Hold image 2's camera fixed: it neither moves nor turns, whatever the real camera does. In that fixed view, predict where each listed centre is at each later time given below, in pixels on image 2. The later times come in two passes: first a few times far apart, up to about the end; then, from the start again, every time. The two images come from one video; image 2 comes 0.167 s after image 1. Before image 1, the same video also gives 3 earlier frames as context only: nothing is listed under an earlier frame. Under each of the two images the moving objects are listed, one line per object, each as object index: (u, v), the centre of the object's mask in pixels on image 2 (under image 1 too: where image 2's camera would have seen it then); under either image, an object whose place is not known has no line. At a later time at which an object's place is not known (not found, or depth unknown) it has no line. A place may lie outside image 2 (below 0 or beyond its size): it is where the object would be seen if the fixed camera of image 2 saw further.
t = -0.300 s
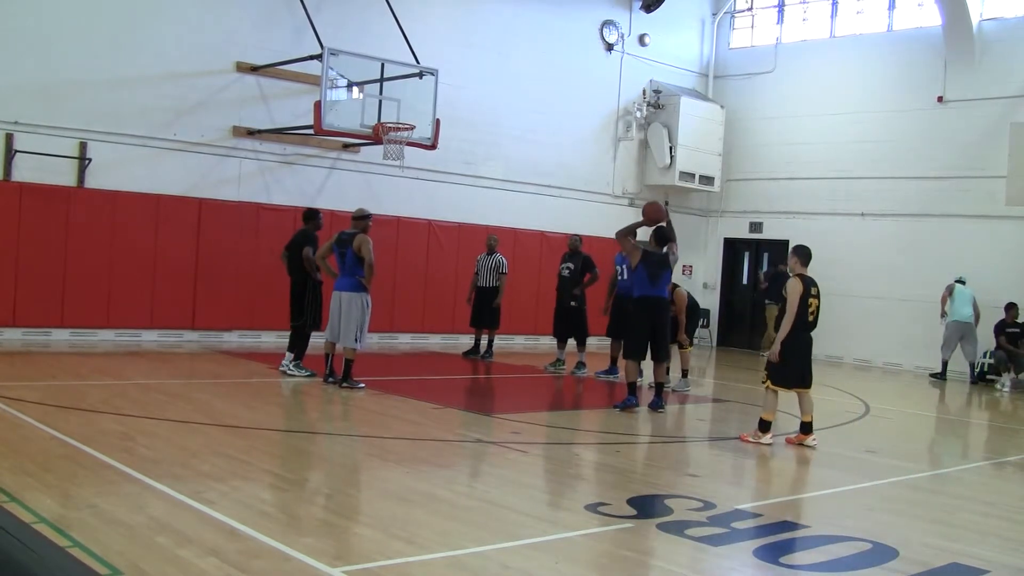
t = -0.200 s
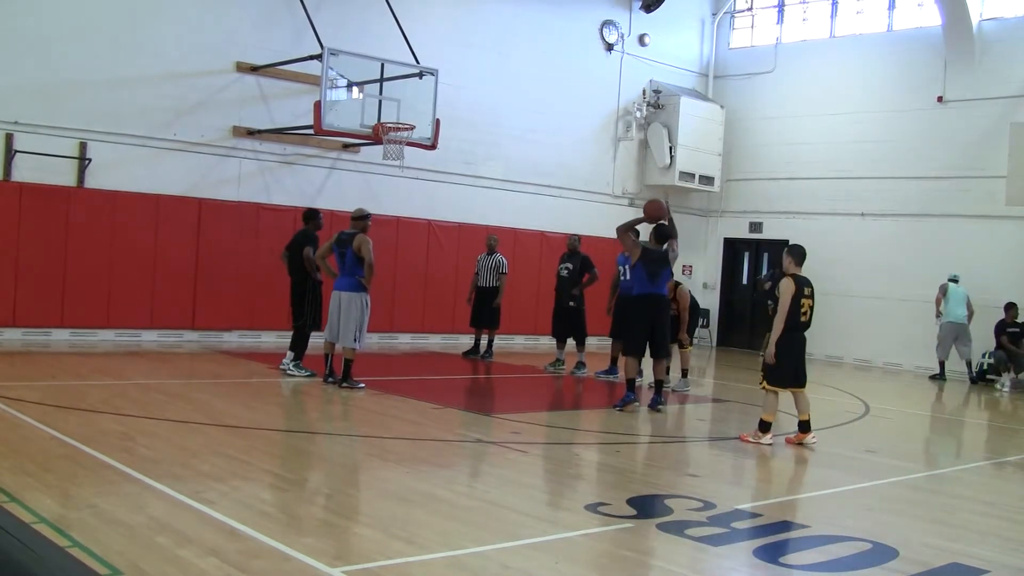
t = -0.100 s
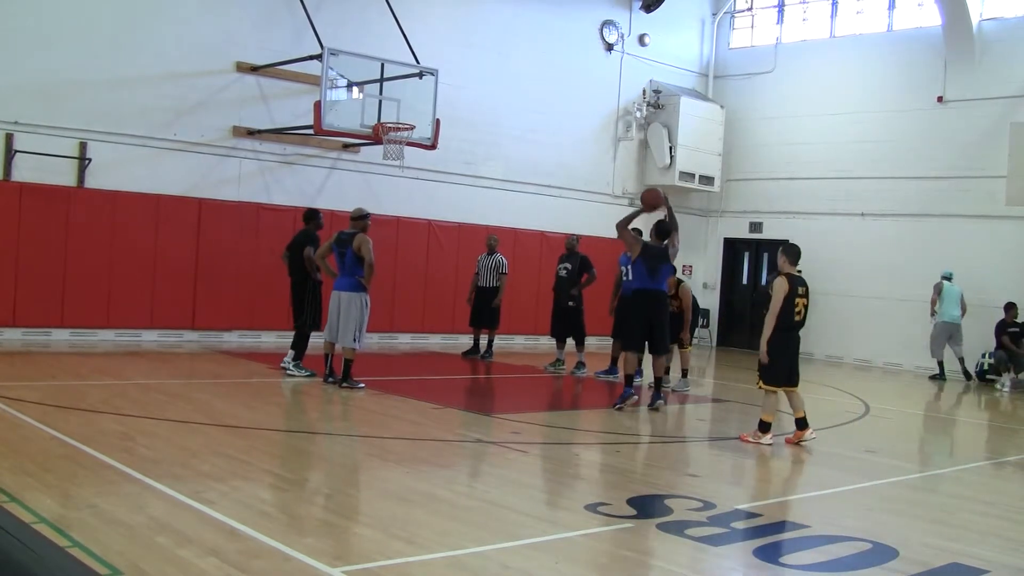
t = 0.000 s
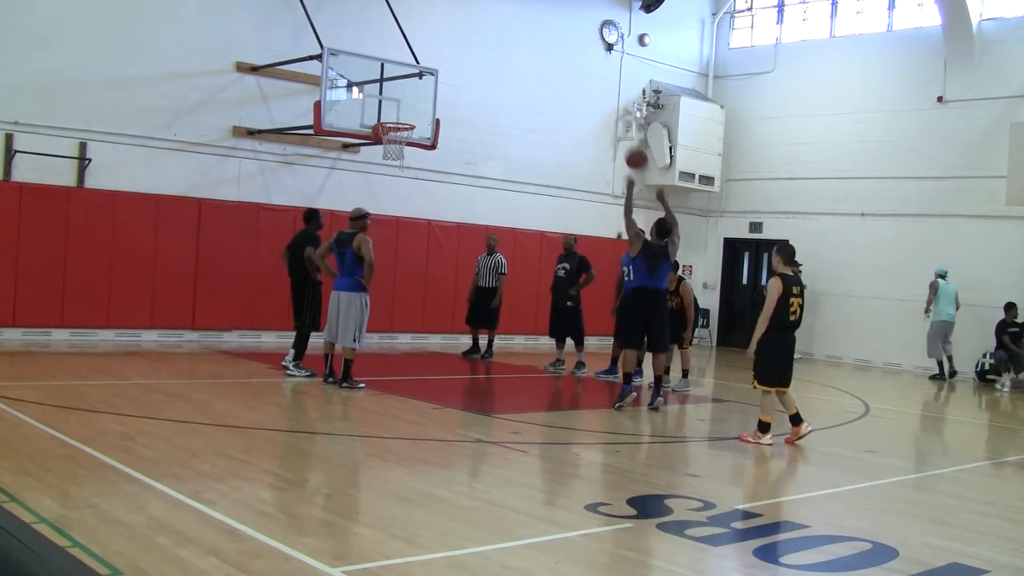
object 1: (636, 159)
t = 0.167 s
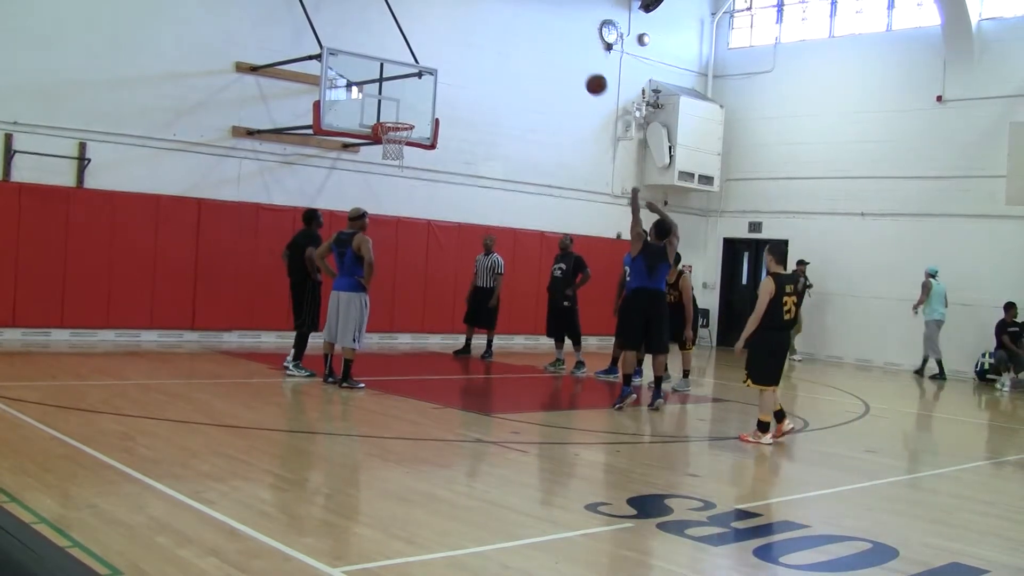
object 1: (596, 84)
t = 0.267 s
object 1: (573, 55)
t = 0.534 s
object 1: (515, 22)
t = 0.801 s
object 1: (460, 47)
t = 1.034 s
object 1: (413, 110)
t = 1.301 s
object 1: (382, 141)
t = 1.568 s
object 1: (398, 160)
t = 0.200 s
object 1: (589, 74)
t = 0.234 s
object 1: (581, 63)
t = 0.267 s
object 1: (573, 55)
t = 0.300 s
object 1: (566, 47)
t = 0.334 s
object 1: (558, 40)
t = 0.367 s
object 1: (551, 35)
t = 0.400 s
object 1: (544, 30)
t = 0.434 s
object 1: (536, 27)
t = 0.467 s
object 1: (529, 24)
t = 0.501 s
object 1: (522, 22)
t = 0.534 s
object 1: (515, 22)
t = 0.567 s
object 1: (508, 22)
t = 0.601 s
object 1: (501, 23)
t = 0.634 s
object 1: (494, 25)
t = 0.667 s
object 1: (487, 28)
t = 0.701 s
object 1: (480, 31)
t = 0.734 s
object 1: (473, 36)
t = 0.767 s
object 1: (467, 41)
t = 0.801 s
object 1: (460, 47)
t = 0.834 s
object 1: (453, 53)
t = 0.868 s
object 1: (446, 61)
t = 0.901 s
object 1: (440, 69)
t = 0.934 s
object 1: (434, 78)
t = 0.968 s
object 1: (426, 88)
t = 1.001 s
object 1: (420, 99)
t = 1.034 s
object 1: (413, 110)
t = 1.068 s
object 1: (407, 120)
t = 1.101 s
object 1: (401, 120)
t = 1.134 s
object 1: (395, 127)
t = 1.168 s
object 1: (392, 132)
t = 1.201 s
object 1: (390, 135)
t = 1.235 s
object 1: (385, 137)
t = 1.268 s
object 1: (383, 140)
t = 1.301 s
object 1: (382, 141)
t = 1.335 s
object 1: (382, 145)
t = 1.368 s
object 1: (383, 147)
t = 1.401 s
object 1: (385, 147)
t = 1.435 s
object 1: (387, 153)
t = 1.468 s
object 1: (390, 154)
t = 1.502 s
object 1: (393, 156)
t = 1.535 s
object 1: (396, 157)
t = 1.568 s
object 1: (398, 160)
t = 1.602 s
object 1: (400, 165)
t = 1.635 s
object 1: (403, 171)
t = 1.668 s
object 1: (405, 177)
